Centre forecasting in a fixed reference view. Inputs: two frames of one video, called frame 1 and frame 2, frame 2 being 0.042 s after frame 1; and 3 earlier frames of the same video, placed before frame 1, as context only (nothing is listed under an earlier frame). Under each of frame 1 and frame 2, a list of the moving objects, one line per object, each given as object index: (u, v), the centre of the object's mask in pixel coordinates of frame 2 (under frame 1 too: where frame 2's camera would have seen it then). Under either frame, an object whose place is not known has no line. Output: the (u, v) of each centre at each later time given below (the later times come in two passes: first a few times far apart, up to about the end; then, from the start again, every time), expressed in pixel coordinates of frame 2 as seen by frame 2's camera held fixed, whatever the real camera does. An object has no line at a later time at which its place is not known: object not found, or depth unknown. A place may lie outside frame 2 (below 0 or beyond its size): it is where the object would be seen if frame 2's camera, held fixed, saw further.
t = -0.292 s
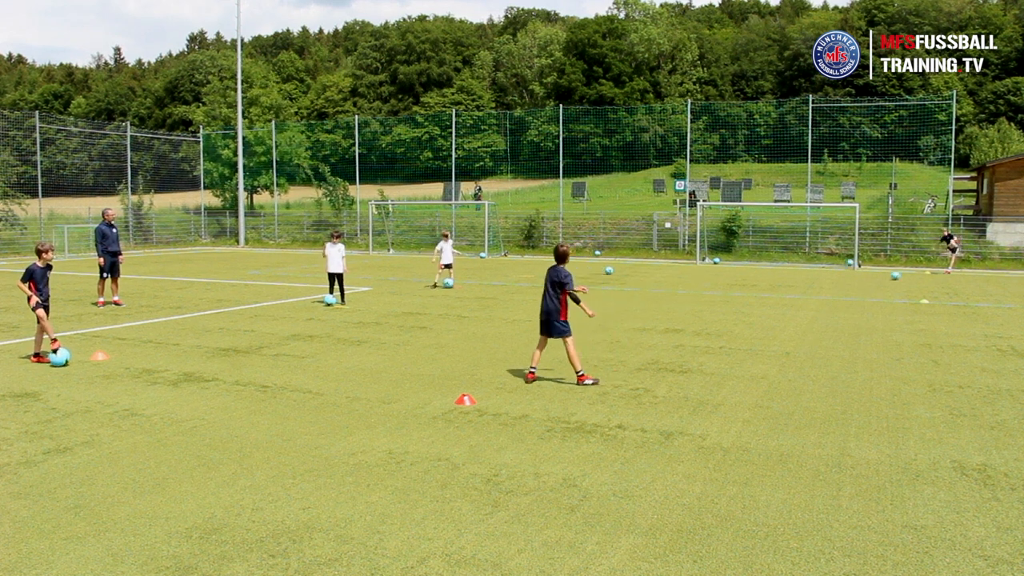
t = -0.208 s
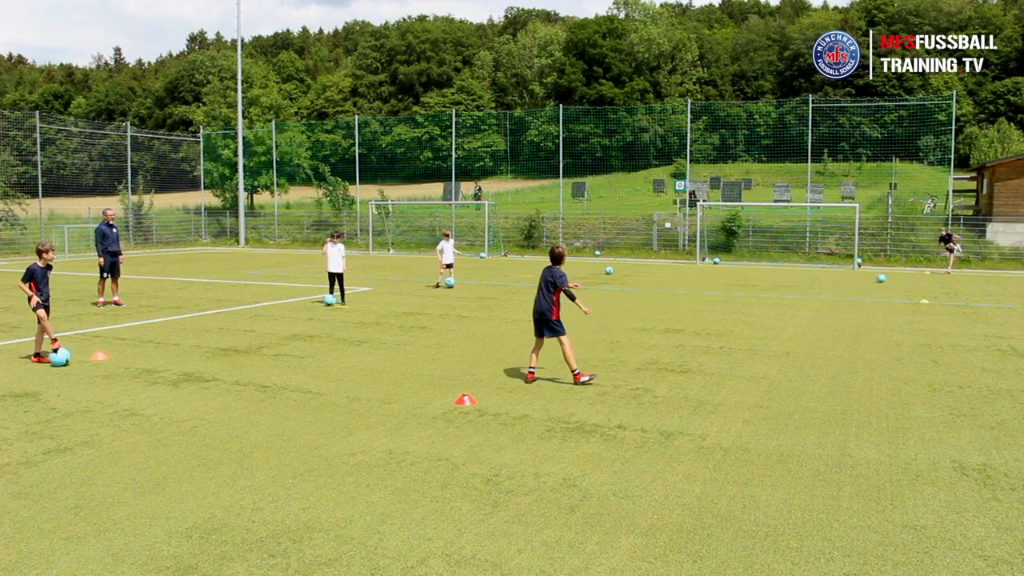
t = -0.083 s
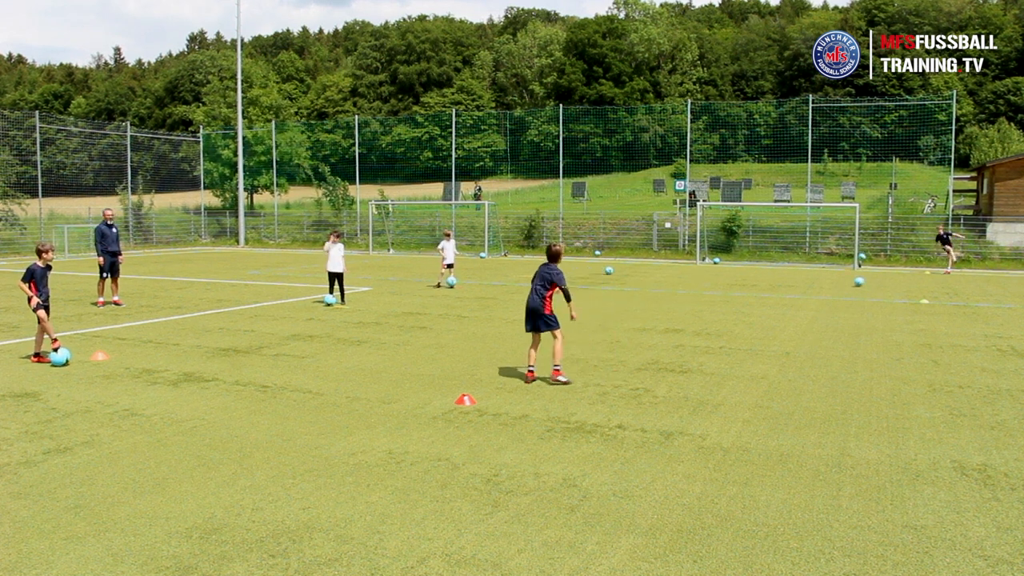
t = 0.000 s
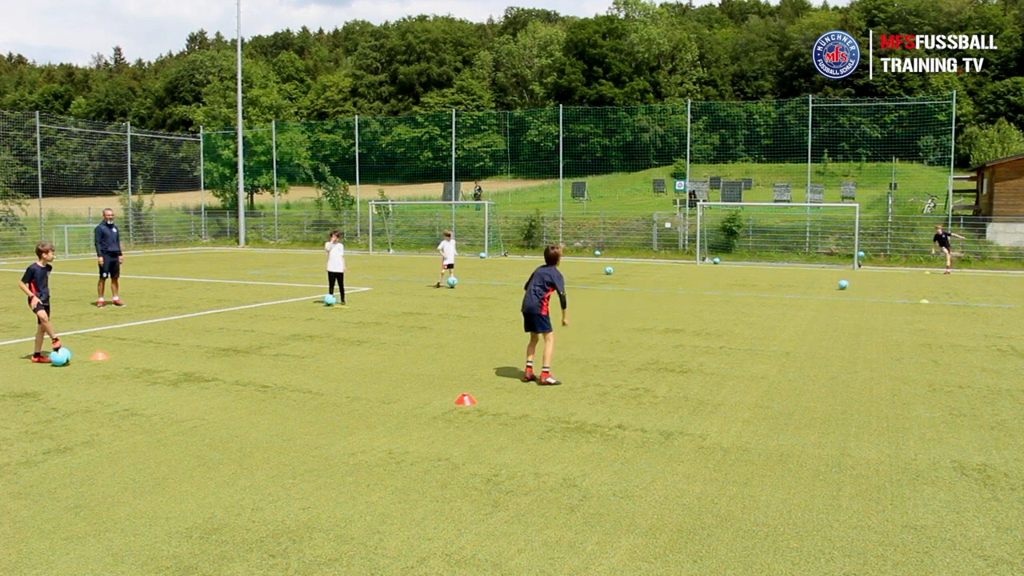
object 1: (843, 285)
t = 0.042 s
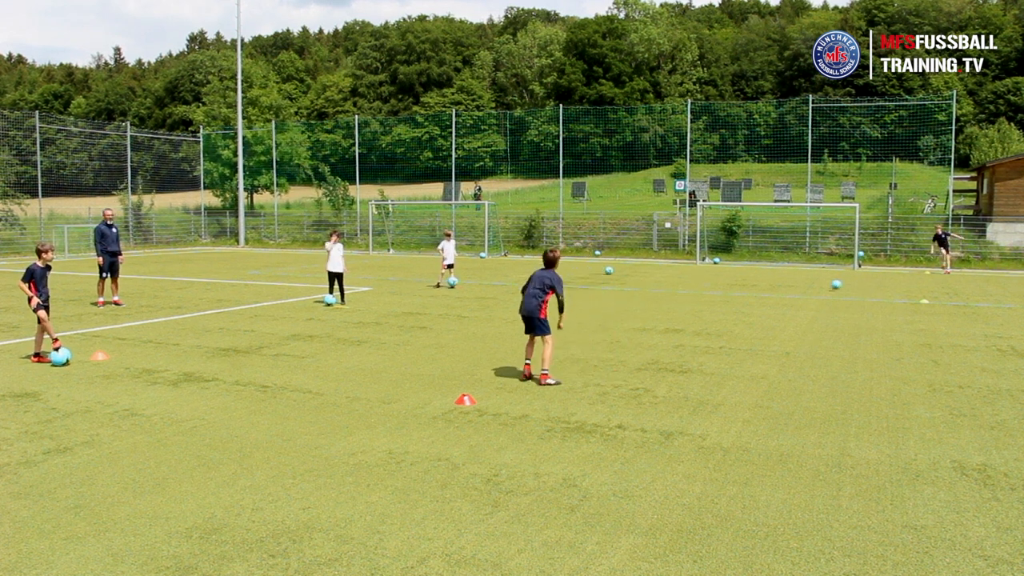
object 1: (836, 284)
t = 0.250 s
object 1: (795, 292)
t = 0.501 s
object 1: (745, 301)
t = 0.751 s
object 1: (687, 311)
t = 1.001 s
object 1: (618, 324)
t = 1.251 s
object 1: (532, 338)
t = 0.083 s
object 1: (828, 286)
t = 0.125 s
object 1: (819, 288)
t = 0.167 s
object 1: (811, 291)
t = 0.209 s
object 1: (803, 291)
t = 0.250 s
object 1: (795, 292)
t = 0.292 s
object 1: (786, 294)
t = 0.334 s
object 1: (779, 296)
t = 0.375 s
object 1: (770, 298)
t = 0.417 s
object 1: (762, 299)
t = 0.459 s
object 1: (753, 301)
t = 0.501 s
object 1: (745, 301)
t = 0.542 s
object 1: (736, 303)
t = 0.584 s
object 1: (727, 305)
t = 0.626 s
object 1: (717, 308)
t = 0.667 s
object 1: (707, 308)
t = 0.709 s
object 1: (697, 309)
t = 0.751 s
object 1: (687, 311)
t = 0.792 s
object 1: (676, 315)
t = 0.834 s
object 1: (665, 317)
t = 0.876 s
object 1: (655, 319)
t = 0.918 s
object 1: (642, 321)
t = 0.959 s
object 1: (630, 323)
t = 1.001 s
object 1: (618, 324)
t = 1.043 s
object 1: (605, 327)
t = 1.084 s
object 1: (591, 330)
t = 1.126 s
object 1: (577, 333)
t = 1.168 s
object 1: (563, 333)
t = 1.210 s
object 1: (548, 335)
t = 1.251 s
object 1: (532, 338)
